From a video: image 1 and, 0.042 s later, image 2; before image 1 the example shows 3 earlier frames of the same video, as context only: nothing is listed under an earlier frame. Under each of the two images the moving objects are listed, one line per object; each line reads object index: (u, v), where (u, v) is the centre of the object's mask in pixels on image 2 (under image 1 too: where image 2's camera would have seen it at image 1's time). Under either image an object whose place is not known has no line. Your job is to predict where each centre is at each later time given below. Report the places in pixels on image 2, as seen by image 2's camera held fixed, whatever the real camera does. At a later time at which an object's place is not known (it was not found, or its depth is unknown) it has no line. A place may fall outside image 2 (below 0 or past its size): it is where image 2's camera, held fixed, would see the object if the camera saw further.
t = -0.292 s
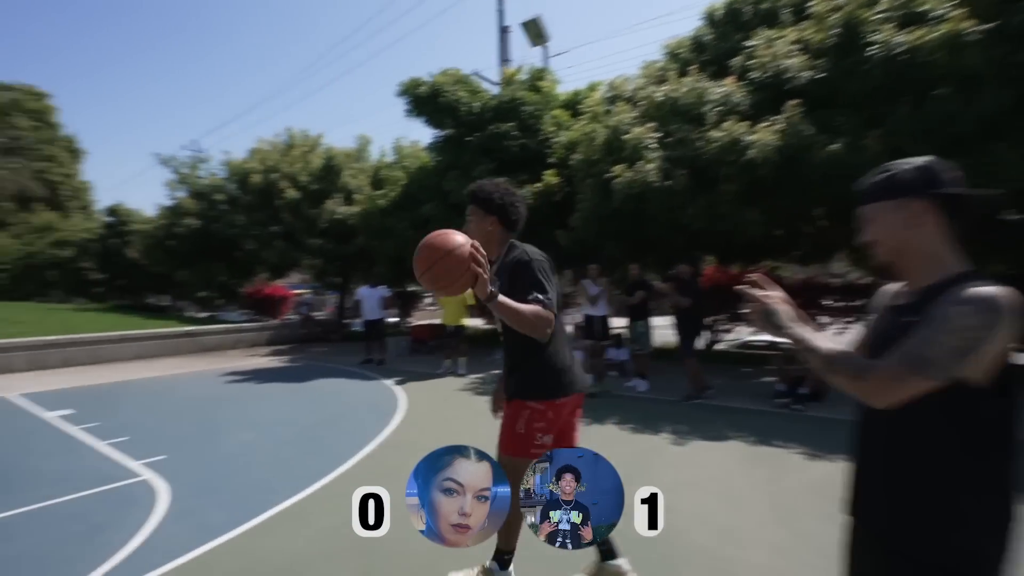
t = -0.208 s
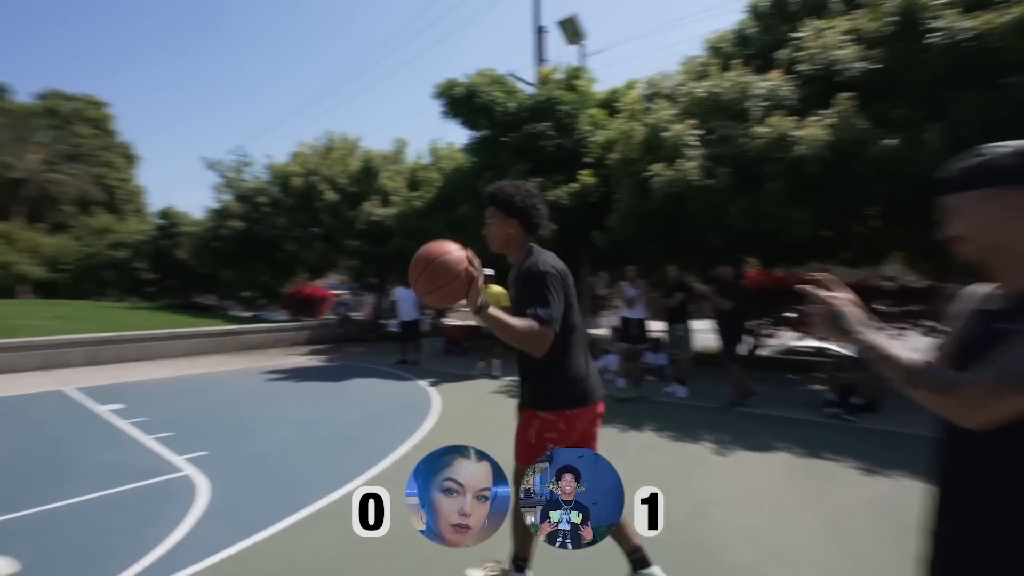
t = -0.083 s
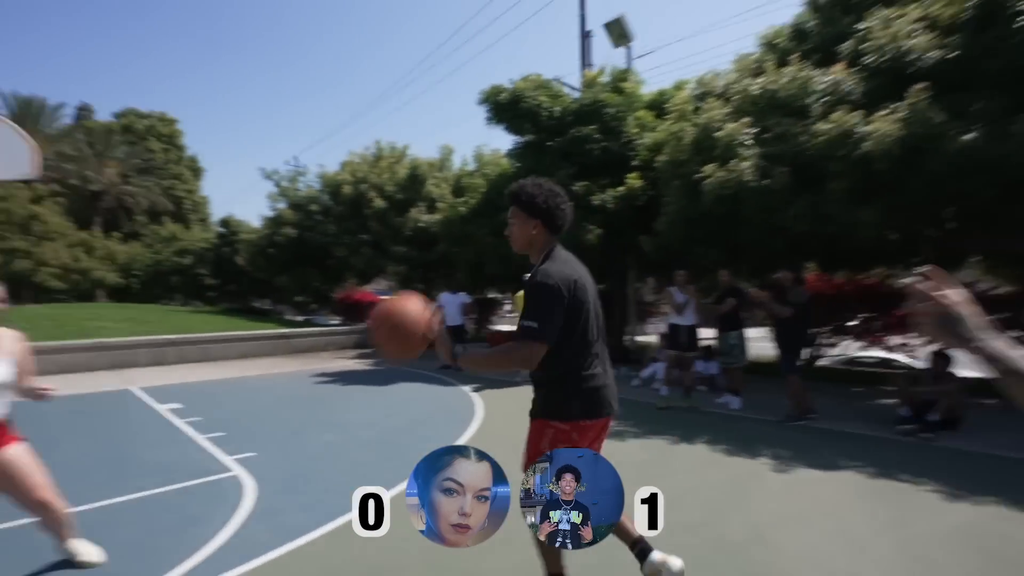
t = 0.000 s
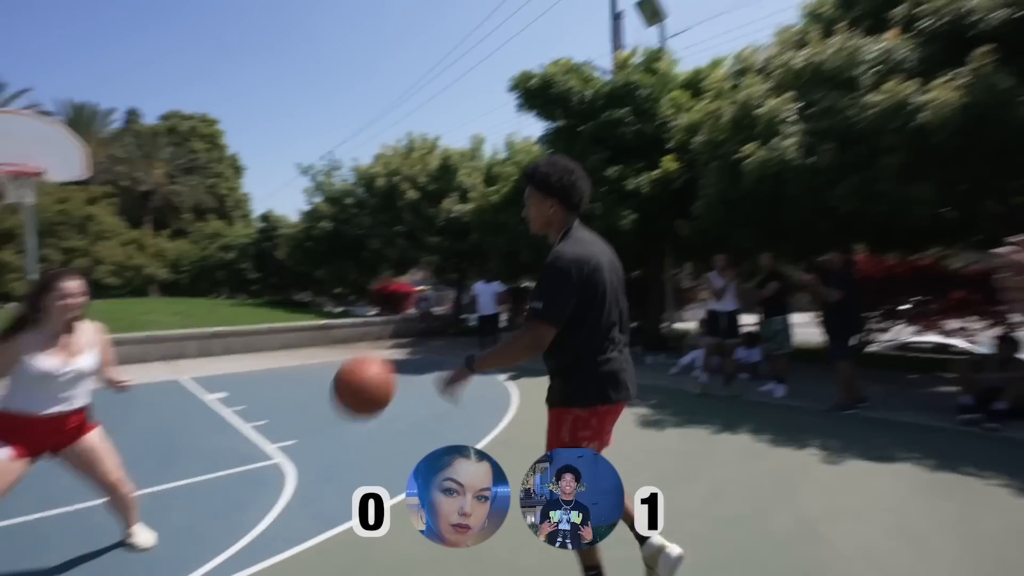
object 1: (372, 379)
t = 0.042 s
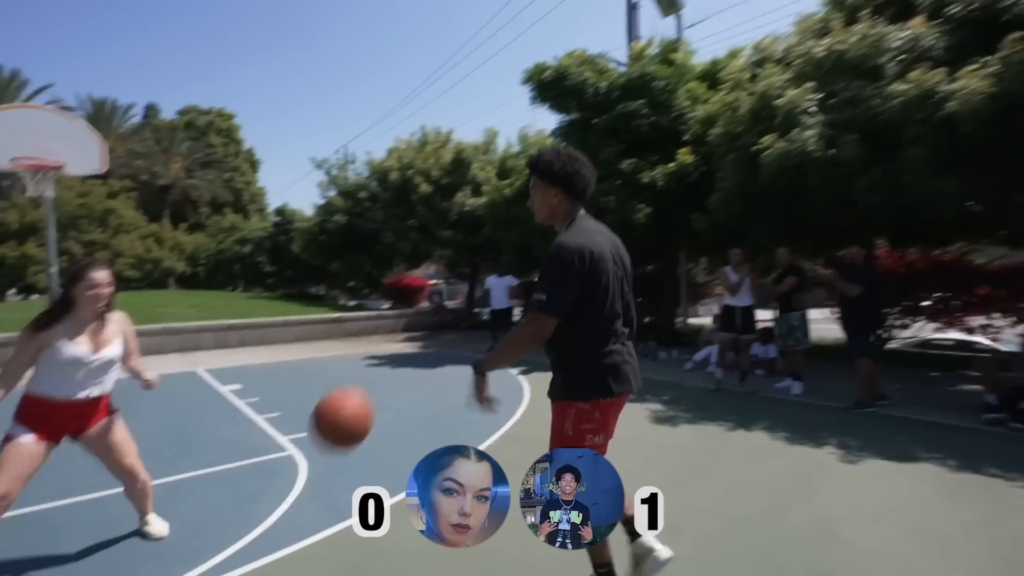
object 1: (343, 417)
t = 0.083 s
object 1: (319, 458)
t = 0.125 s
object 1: (291, 498)
